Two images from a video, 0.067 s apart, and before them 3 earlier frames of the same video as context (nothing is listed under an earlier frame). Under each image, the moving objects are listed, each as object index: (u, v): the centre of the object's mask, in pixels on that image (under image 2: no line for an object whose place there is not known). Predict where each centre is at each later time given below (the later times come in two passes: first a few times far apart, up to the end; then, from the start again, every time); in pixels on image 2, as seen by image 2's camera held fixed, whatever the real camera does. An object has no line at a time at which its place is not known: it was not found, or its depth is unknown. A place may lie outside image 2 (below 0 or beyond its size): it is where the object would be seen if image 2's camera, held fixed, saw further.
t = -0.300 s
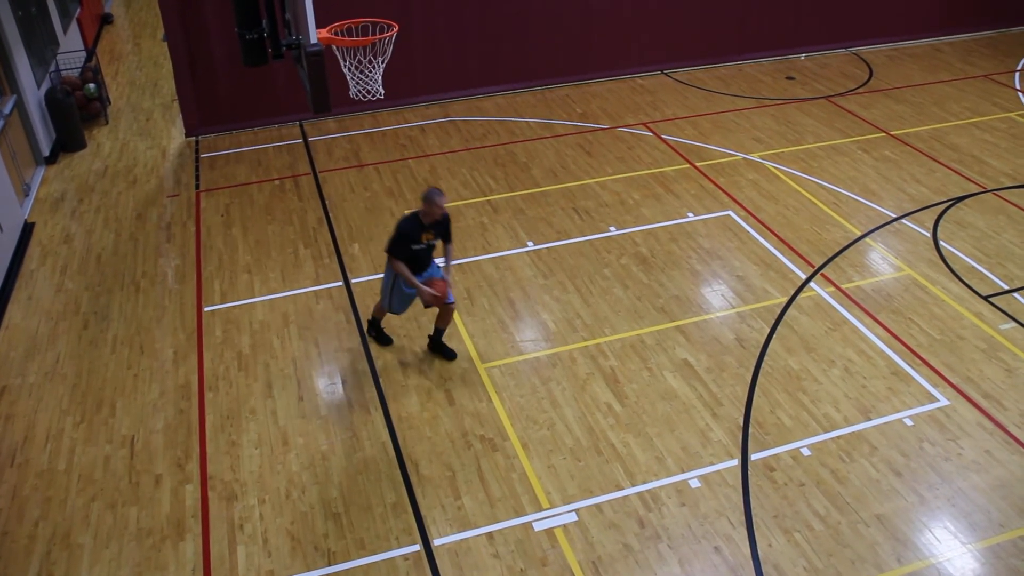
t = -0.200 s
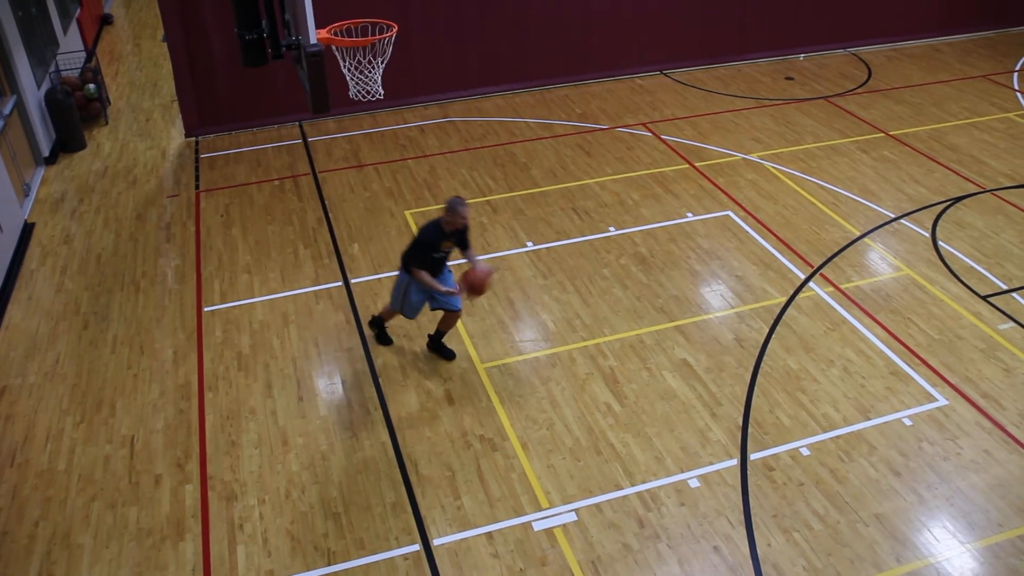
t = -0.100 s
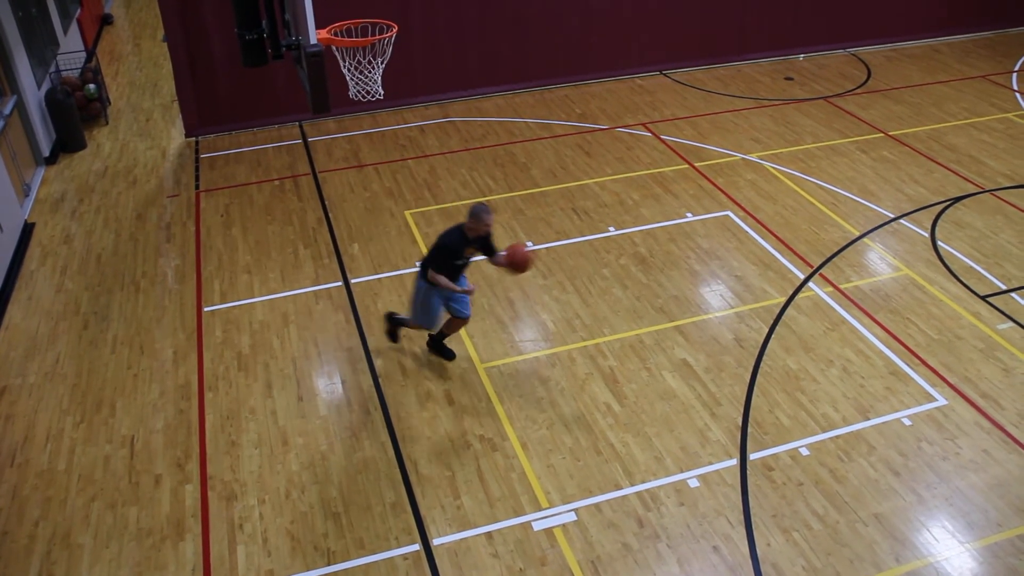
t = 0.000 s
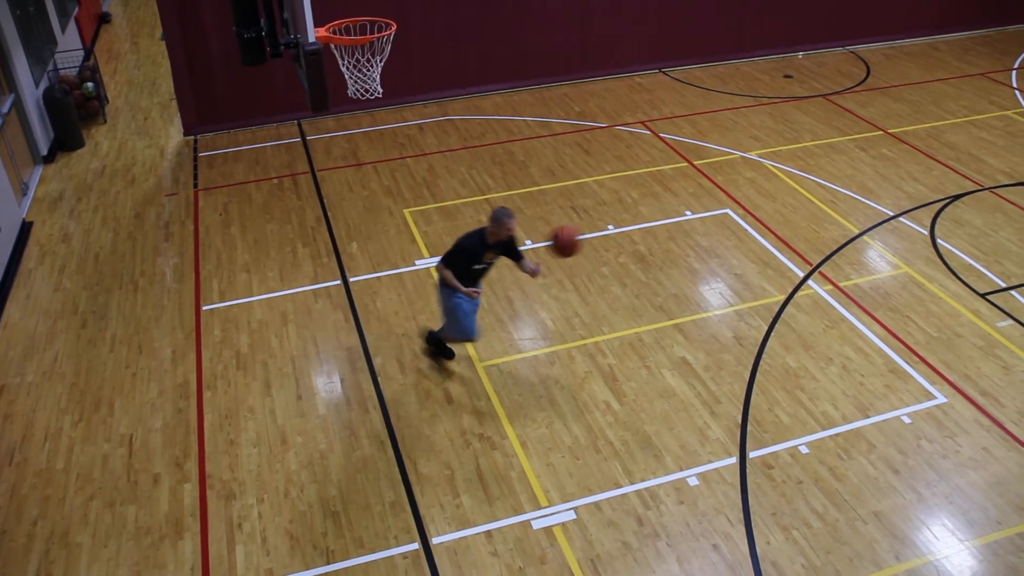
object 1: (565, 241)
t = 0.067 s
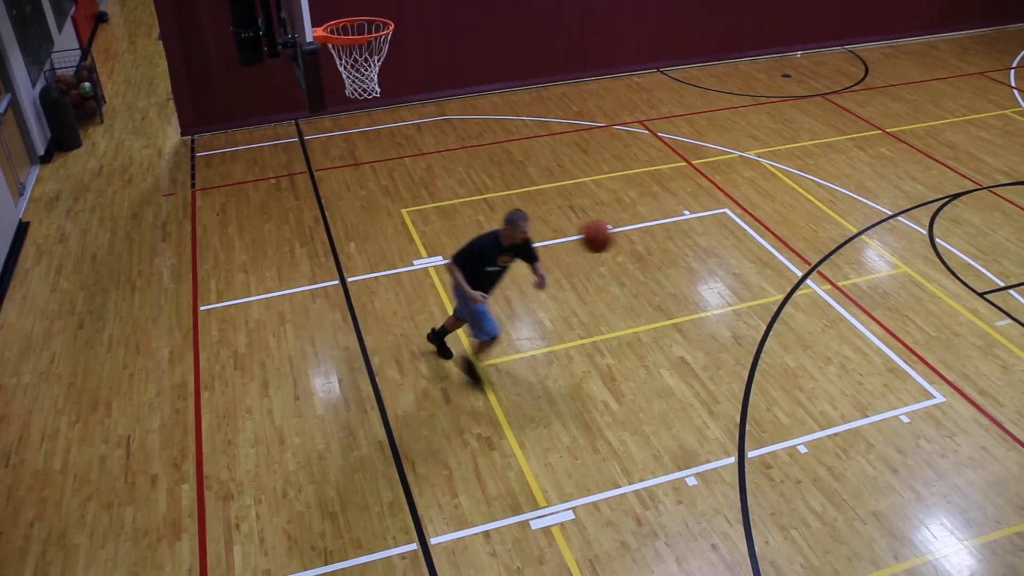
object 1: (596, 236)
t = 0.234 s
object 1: (686, 246)
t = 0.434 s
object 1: (800, 309)
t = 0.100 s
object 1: (614, 236)
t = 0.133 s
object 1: (632, 237)
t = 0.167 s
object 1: (651, 239)
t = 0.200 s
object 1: (668, 242)
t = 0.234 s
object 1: (686, 246)
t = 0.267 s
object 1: (705, 253)
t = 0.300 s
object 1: (724, 261)
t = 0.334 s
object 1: (742, 271)
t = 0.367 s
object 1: (761, 282)
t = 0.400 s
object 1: (781, 294)
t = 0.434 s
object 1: (800, 309)
